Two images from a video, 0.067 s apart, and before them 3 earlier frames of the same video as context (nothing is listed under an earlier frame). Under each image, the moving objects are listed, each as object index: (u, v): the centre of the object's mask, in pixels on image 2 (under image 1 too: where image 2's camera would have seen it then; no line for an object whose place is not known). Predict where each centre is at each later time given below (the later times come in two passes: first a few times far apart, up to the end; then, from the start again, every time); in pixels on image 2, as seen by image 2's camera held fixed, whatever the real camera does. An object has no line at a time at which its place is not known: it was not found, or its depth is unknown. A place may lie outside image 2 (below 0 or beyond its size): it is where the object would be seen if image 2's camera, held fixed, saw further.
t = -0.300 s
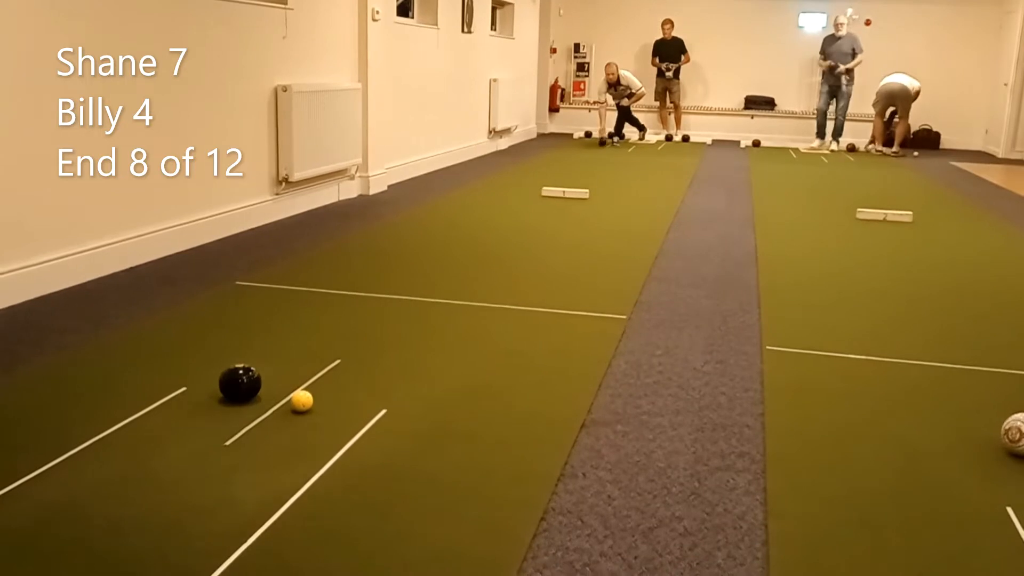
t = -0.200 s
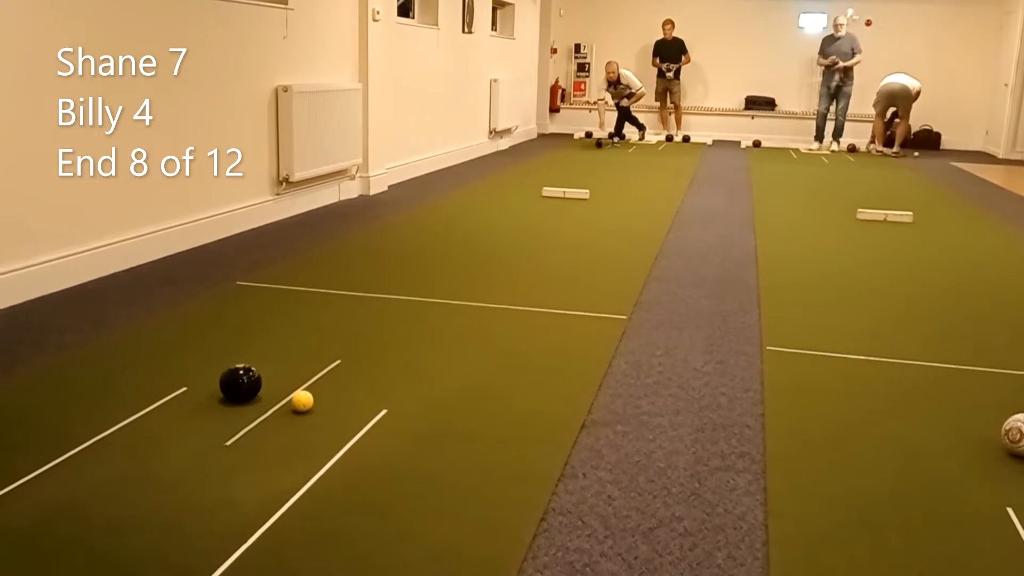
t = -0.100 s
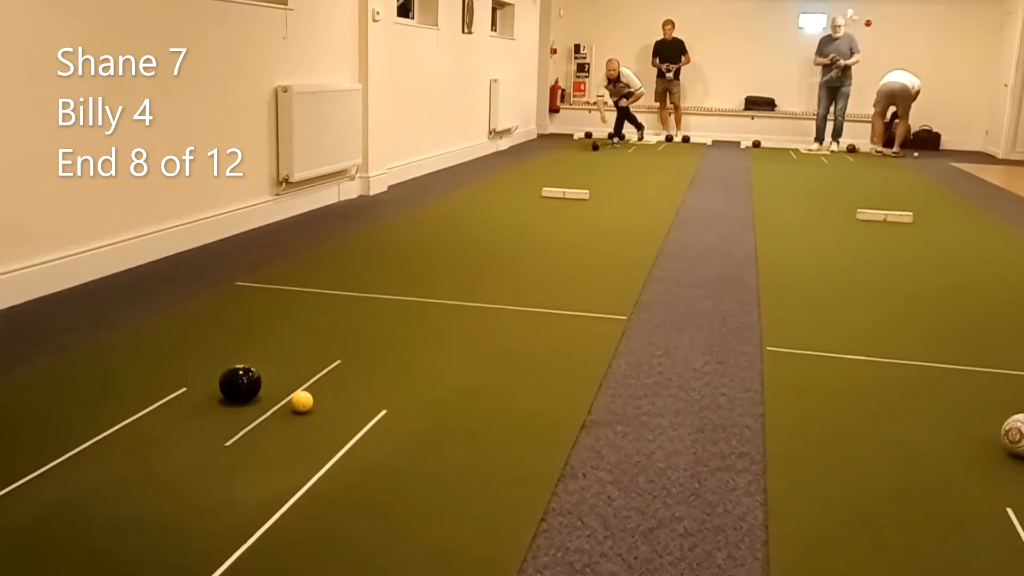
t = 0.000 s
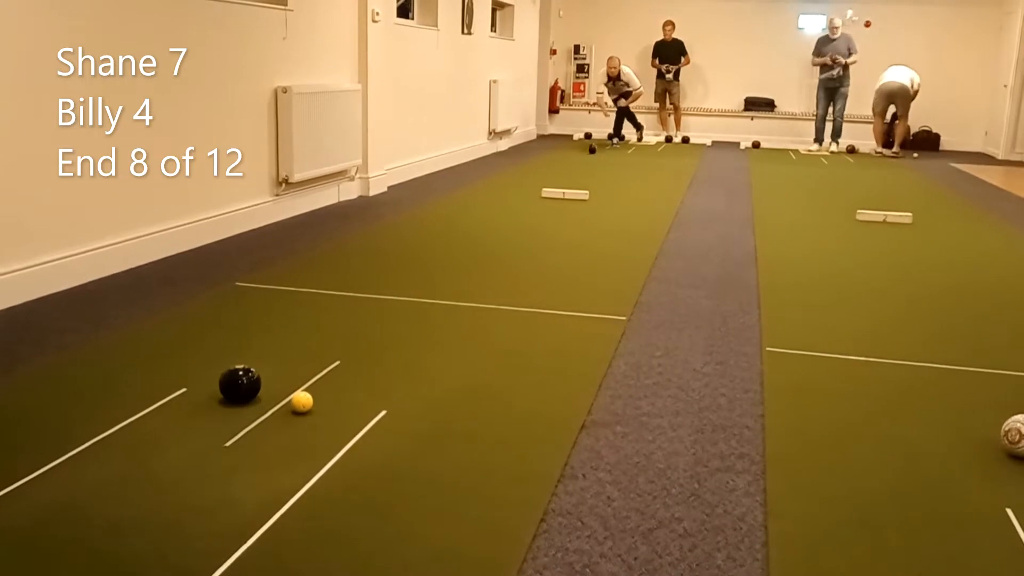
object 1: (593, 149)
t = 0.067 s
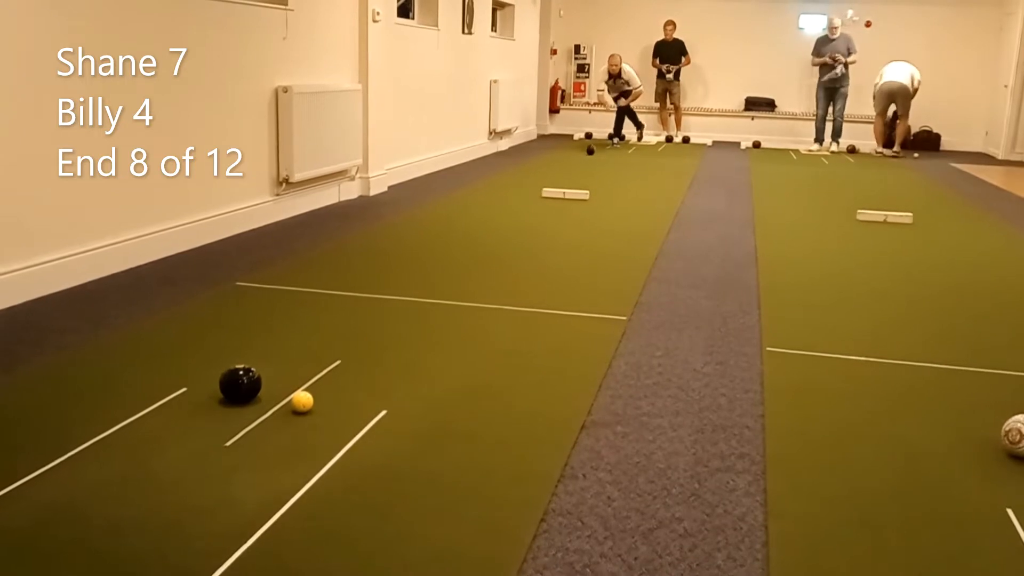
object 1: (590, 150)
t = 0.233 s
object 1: (585, 153)
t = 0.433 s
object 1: (578, 158)
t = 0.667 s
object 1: (570, 164)
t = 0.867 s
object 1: (563, 169)
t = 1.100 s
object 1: (554, 175)
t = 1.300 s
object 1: (547, 181)
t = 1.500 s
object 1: (537, 188)
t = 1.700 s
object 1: (522, 195)
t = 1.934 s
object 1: (501, 204)
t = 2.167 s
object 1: (480, 213)
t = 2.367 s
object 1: (458, 222)
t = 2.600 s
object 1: (432, 234)
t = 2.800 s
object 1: (406, 245)
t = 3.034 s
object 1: (372, 261)
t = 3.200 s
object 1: (345, 274)
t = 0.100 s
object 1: (589, 151)
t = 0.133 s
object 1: (588, 151)
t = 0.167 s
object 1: (587, 152)
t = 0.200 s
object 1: (586, 153)
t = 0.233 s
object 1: (585, 153)
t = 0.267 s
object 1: (584, 154)
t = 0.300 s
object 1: (583, 155)
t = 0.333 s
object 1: (582, 156)
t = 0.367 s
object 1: (581, 156)
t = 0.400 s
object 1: (580, 157)
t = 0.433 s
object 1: (578, 158)
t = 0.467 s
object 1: (577, 159)
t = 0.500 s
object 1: (576, 160)
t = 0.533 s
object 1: (575, 160)
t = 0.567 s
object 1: (574, 161)
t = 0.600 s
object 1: (573, 162)
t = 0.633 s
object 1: (572, 163)
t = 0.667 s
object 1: (570, 164)
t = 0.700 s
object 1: (569, 164)
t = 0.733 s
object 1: (568, 165)
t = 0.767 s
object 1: (567, 166)
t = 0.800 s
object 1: (566, 167)
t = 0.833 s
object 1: (564, 168)
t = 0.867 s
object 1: (563, 169)
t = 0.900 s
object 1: (562, 170)
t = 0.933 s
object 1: (560, 170)
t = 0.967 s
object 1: (559, 171)
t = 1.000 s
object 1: (558, 172)
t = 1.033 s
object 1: (557, 173)
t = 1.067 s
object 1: (556, 174)
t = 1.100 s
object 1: (554, 175)
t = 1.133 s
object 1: (553, 176)
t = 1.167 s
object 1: (552, 177)
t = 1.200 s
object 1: (550, 178)
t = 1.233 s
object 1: (549, 179)
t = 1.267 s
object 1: (548, 180)
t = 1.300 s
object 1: (547, 181)
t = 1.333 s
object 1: (545, 182)
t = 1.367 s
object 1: (544, 183)
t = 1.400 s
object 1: (542, 184)
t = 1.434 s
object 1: (540, 185)
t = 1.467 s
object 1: (539, 186)
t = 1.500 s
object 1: (537, 188)
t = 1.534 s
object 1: (536, 189)
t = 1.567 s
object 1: (533, 190)
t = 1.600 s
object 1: (530, 191)
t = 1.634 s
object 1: (527, 192)
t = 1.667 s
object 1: (525, 194)
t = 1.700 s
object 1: (522, 195)
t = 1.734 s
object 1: (519, 196)
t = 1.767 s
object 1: (516, 197)
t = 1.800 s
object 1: (513, 199)
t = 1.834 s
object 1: (511, 200)
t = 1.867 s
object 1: (508, 201)
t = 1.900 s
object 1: (505, 202)
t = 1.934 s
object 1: (501, 204)
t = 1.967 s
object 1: (498, 205)
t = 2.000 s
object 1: (495, 206)
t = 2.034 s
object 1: (493, 207)
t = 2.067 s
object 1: (489, 209)
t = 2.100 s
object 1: (486, 210)
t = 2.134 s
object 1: (483, 211)
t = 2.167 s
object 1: (480, 213)
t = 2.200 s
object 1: (476, 215)
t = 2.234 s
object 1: (473, 216)
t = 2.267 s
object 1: (470, 218)
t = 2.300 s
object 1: (466, 219)
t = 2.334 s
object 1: (462, 221)
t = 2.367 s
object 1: (458, 222)
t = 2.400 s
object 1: (456, 224)
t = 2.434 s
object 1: (451, 225)
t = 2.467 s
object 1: (448, 227)
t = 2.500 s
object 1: (444, 229)
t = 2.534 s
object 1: (440, 230)
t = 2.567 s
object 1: (436, 232)
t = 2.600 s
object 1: (432, 234)
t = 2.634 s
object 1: (428, 236)
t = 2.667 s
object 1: (424, 238)
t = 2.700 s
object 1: (419, 239)
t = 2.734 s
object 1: (415, 241)
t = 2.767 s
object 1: (411, 243)
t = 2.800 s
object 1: (406, 245)
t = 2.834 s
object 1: (401, 248)
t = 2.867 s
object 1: (396, 250)
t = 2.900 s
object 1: (392, 252)
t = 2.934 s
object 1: (387, 254)
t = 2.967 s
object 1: (382, 257)
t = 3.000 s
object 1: (377, 259)
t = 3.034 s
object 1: (372, 261)
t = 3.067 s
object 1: (366, 264)
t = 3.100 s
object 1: (362, 266)
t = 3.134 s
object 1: (357, 268)
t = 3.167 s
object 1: (351, 271)
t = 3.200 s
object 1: (345, 274)
